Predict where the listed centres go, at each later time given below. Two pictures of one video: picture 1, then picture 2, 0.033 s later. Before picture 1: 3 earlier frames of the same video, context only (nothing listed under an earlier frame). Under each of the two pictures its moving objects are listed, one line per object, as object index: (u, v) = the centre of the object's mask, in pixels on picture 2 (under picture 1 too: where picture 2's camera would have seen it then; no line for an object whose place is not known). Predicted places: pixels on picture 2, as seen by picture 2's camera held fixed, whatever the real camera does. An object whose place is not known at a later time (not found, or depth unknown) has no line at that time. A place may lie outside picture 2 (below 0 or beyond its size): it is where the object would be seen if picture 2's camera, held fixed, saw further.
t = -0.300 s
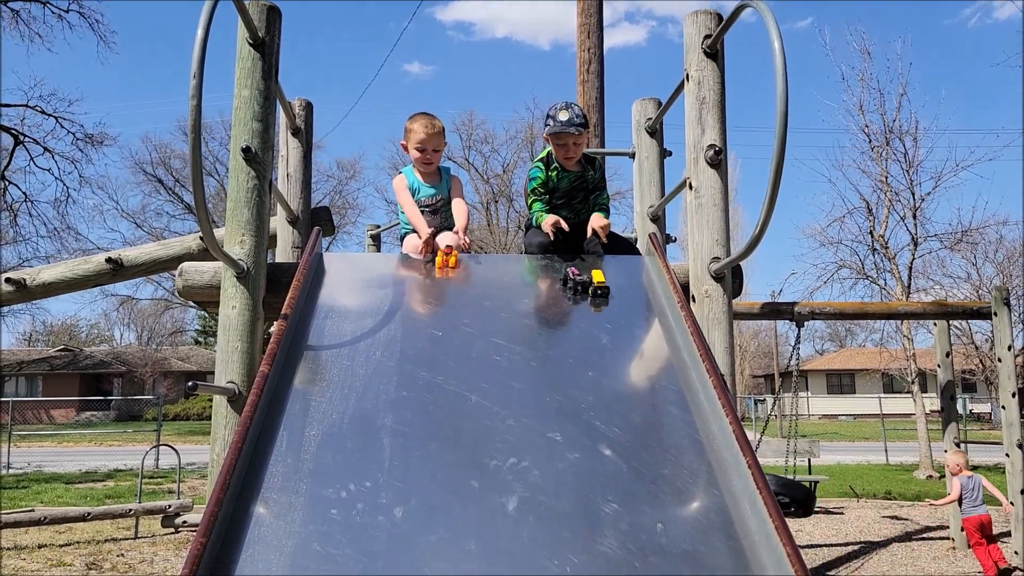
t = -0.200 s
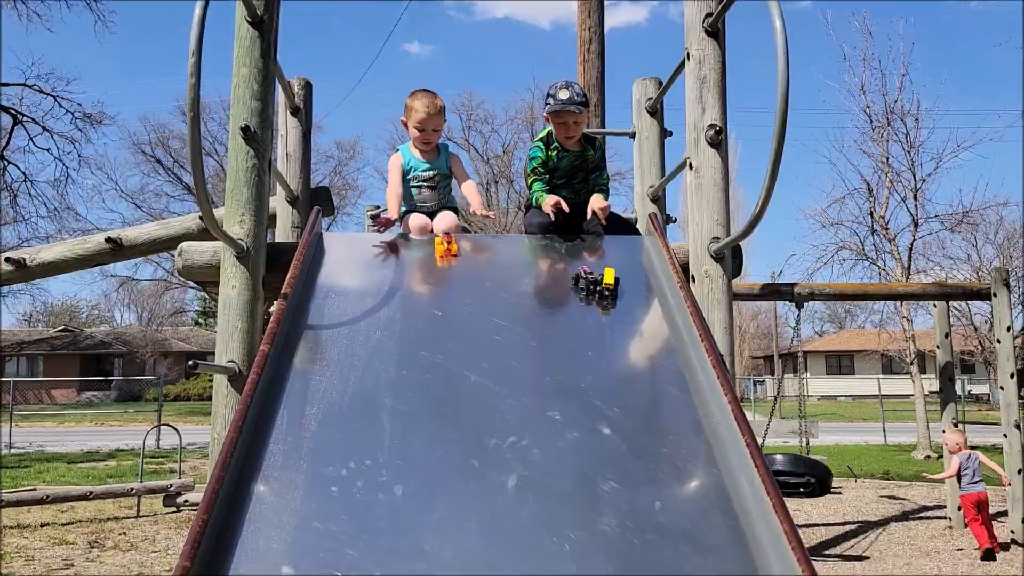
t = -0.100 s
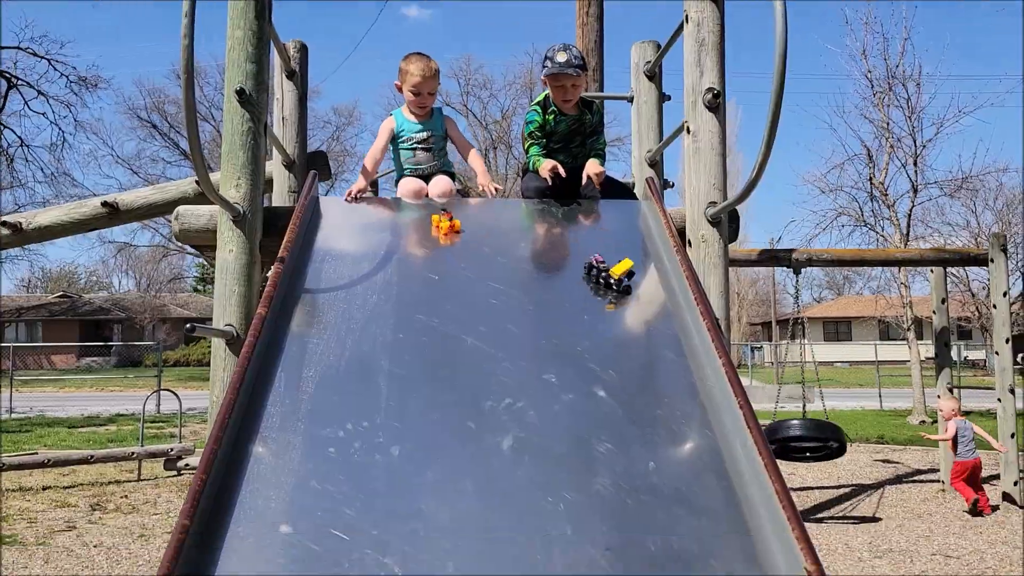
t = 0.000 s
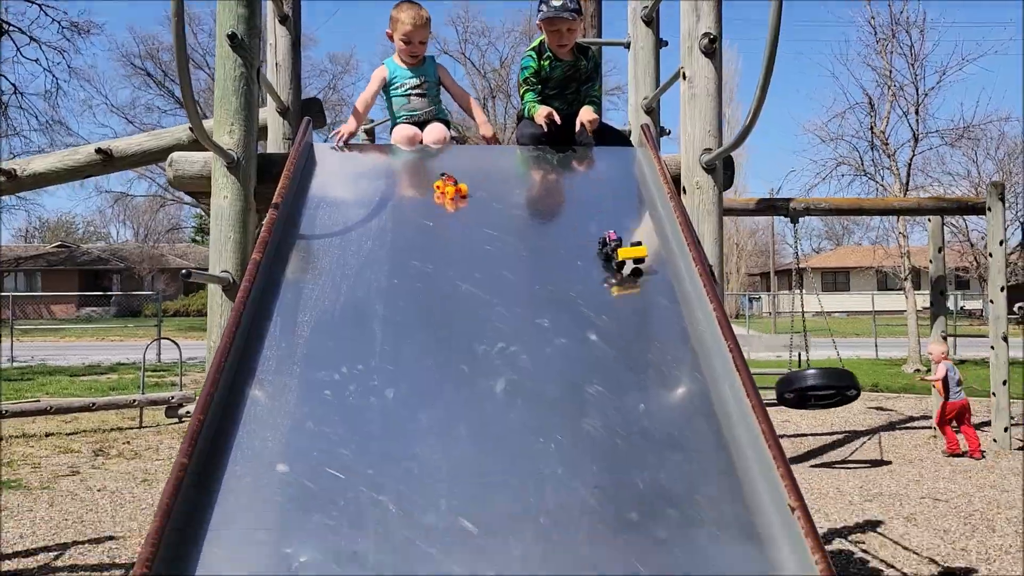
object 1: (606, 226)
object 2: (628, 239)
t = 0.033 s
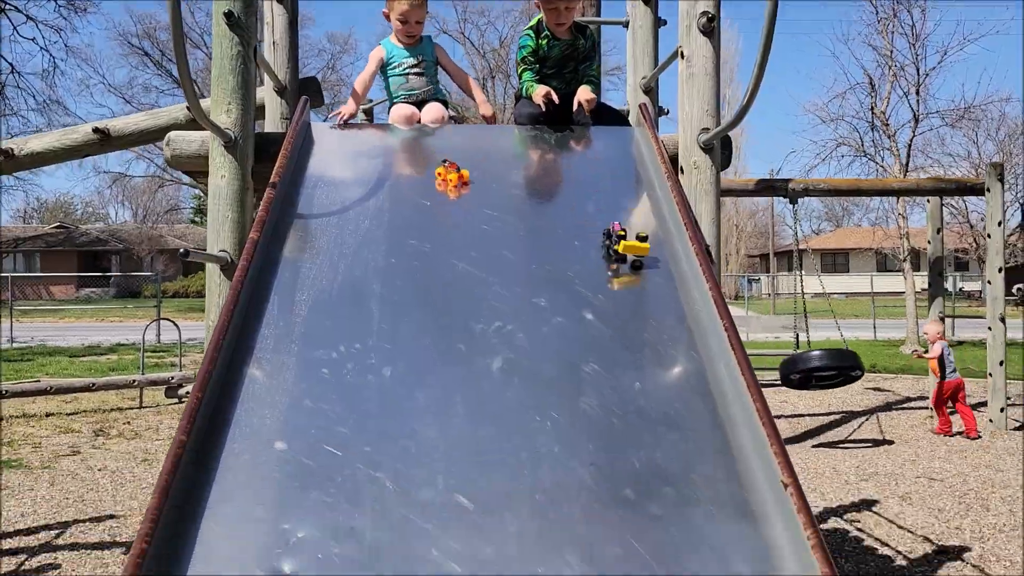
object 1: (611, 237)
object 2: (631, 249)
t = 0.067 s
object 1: (618, 249)
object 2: (638, 265)
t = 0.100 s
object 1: (626, 264)
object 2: (644, 283)
